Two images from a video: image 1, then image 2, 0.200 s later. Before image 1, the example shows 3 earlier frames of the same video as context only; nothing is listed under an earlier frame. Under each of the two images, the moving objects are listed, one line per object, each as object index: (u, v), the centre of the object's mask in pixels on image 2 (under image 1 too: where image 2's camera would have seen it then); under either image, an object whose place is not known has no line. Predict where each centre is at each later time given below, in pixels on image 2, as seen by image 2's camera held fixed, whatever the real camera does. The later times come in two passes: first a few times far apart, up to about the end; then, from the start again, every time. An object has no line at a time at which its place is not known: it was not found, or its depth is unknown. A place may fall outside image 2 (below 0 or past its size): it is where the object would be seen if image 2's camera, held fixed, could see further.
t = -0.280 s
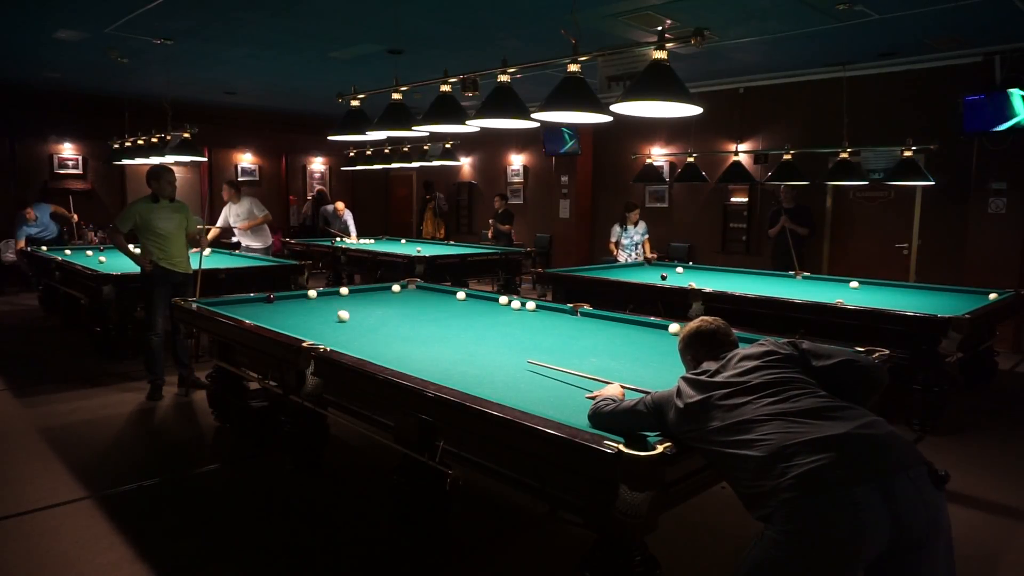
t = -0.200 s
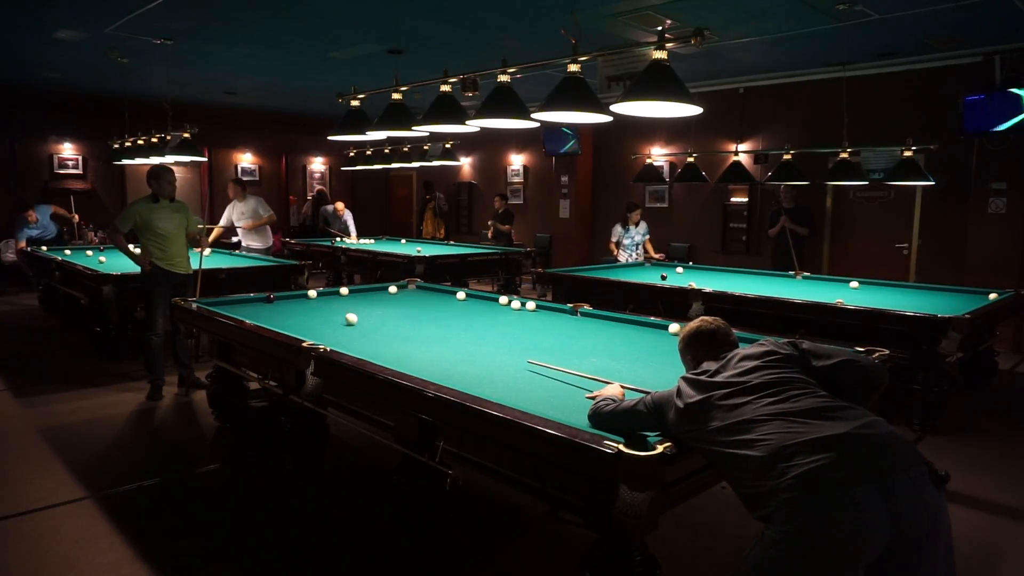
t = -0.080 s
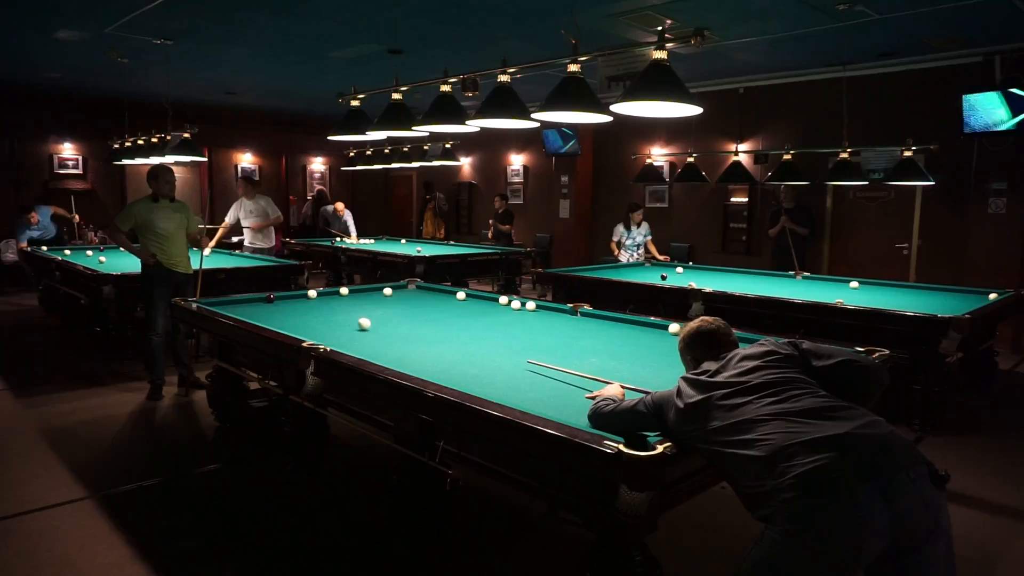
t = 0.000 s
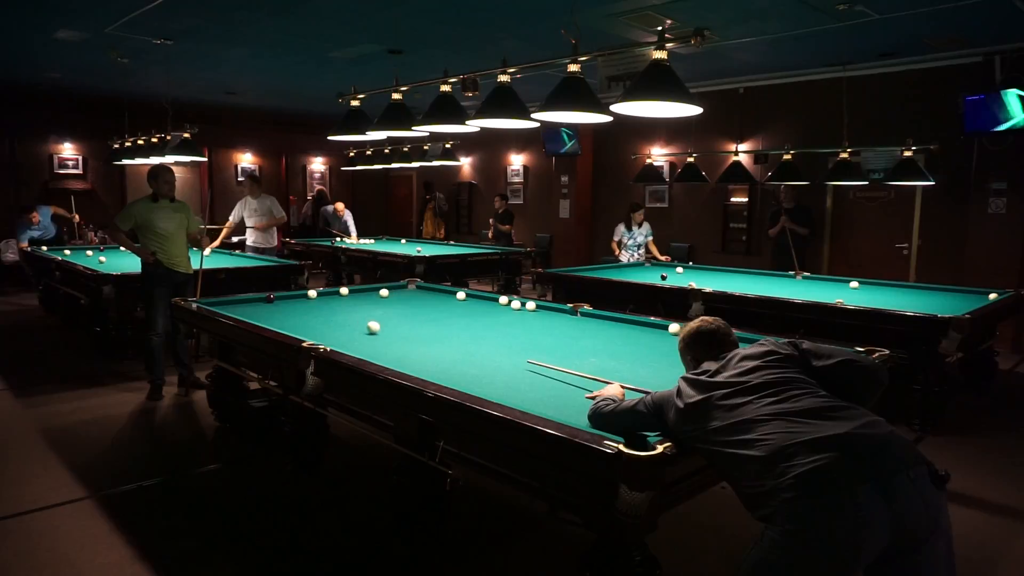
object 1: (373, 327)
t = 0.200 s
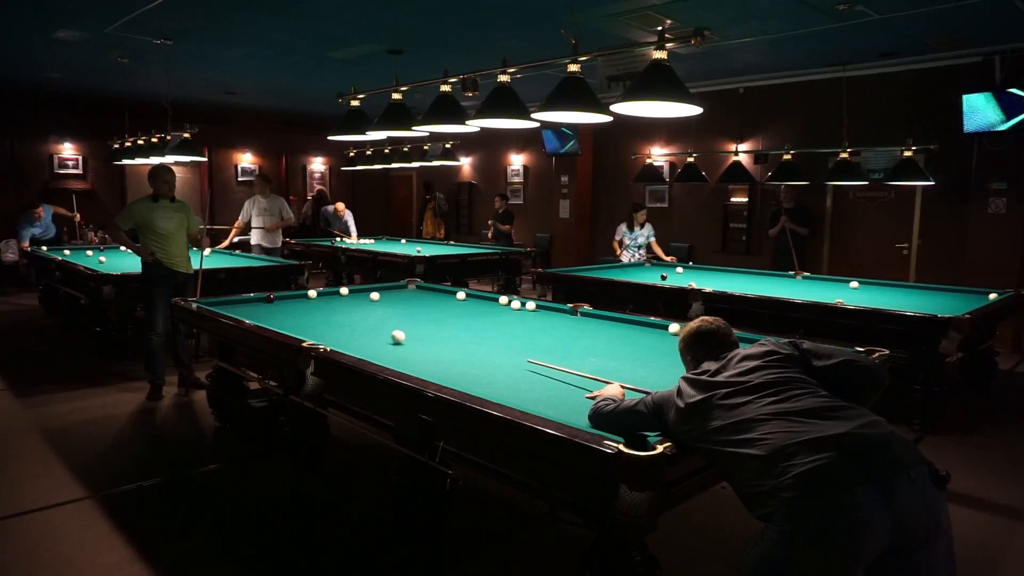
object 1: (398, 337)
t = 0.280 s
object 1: (409, 341)
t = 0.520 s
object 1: (445, 355)
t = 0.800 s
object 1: (496, 374)
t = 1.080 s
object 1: (559, 398)
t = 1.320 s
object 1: (626, 422)
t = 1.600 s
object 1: (607, 419)
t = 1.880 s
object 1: (557, 403)
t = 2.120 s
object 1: (520, 392)
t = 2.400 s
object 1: (482, 380)
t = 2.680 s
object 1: (450, 370)
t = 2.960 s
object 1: (422, 361)
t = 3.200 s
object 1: (400, 354)
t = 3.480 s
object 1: (378, 348)
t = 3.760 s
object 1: (358, 341)
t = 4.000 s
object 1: (343, 336)
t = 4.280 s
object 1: (327, 331)
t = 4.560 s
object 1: (313, 327)
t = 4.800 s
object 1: (302, 323)
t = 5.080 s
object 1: (290, 319)
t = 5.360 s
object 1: (280, 315)
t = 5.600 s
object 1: (271, 313)
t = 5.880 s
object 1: (262, 309)
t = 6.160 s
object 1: (254, 307)
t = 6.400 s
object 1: (248, 305)
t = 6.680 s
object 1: (241, 302)
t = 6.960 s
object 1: (235, 300)
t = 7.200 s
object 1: (239, 301)
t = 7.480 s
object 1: (243, 302)
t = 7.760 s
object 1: (246, 303)
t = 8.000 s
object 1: (249, 304)
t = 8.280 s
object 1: (252, 305)
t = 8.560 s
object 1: (254, 306)
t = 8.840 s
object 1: (256, 306)
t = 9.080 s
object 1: (258, 307)
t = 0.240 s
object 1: (403, 339)
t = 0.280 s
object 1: (409, 341)
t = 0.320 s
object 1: (414, 343)
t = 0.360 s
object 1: (420, 346)
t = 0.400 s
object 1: (426, 348)
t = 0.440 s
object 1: (432, 350)
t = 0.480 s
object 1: (438, 353)
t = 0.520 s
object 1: (445, 355)
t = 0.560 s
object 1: (451, 358)
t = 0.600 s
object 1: (458, 360)
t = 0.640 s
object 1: (466, 363)
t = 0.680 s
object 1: (473, 366)
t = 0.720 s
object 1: (480, 369)
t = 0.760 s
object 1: (488, 371)
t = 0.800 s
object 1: (496, 374)
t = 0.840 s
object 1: (504, 377)
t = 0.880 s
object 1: (512, 381)
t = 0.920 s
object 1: (521, 384)
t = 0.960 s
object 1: (530, 387)
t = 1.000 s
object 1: (539, 390)
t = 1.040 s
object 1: (549, 394)
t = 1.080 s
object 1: (559, 398)
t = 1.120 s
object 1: (569, 402)
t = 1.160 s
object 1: (579, 406)
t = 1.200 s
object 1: (591, 410)
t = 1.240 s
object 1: (602, 414)
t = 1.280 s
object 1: (614, 418)
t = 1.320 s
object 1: (626, 422)
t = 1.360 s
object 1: (639, 427)
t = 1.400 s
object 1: (650, 430)
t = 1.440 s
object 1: (643, 429)
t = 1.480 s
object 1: (632, 426)
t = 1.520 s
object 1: (623, 423)
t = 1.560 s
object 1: (615, 421)
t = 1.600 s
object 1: (607, 419)
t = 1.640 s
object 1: (599, 416)
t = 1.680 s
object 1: (592, 414)
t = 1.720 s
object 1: (584, 412)
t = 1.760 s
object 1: (577, 409)
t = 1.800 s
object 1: (570, 408)
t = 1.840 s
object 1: (564, 406)
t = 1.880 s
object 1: (557, 403)
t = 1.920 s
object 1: (550, 402)
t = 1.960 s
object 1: (544, 400)
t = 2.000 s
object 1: (538, 397)
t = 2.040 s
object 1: (531, 396)
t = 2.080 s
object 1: (525, 394)
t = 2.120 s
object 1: (520, 392)
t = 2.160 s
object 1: (514, 391)
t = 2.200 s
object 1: (508, 389)
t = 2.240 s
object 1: (503, 387)
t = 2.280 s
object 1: (498, 385)
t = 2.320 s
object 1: (492, 384)
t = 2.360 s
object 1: (487, 382)
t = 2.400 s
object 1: (482, 380)
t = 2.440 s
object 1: (477, 379)
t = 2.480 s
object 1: (472, 377)
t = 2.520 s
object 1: (468, 376)
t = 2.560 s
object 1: (463, 374)
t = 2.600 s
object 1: (459, 373)
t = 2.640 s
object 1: (454, 372)
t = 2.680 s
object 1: (450, 370)
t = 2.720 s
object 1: (446, 369)
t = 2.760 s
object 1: (442, 368)
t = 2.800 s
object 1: (437, 366)
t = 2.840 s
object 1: (433, 365)
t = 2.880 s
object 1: (429, 364)
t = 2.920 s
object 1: (426, 363)
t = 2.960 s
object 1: (422, 361)
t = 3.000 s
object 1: (418, 360)
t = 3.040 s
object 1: (414, 359)
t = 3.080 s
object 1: (410, 358)
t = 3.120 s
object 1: (407, 357)
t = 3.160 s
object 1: (403, 356)
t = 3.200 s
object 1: (400, 354)
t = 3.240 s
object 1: (397, 353)
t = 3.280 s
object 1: (393, 352)
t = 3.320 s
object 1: (390, 352)
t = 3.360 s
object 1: (387, 350)
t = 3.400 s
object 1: (384, 349)
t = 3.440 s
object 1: (381, 348)
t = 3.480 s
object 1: (378, 348)
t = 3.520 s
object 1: (375, 346)
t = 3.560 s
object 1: (372, 345)
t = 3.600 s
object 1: (369, 344)
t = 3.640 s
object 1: (366, 344)
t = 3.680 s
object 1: (364, 343)
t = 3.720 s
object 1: (361, 342)
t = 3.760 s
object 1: (358, 341)
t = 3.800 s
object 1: (356, 340)
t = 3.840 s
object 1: (353, 339)
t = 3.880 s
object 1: (350, 339)
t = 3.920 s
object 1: (348, 338)
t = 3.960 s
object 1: (345, 337)
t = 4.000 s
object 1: (343, 336)
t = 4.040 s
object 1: (341, 335)
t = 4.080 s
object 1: (338, 335)
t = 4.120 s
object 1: (336, 334)
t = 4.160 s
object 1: (334, 333)
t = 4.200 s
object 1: (332, 333)
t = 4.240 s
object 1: (329, 332)
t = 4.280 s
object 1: (327, 331)
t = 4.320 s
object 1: (325, 330)
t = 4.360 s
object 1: (323, 330)
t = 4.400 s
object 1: (321, 329)
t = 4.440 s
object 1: (319, 328)
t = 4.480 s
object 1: (317, 328)
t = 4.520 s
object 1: (315, 327)
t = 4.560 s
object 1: (313, 327)
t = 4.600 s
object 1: (311, 326)
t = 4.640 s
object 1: (309, 325)
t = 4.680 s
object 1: (307, 325)
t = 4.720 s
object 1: (306, 324)
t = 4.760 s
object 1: (304, 323)
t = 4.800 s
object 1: (302, 323)
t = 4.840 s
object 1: (300, 322)
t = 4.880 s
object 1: (299, 322)
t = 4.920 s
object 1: (297, 321)
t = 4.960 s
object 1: (295, 320)
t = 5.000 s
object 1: (294, 320)
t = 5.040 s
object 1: (292, 319)
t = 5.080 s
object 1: (290, 319)
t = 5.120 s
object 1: (289, 318)
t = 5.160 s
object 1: (287, 318)
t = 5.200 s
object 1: (286, 317)
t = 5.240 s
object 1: (284, 317)
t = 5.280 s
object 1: (283, 316)
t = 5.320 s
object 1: (281, 316)
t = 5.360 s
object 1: (280, 315)
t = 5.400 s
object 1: (278, 315)
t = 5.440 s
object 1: (277, 314)
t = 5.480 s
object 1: (276, 314)
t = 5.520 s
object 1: (274, 313)
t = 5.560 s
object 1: (273, 313)
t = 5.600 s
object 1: (271, 313)
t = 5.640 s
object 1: (270, 312)
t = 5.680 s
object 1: (269, 311)
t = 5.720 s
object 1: (267, 311)
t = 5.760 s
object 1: (266, 311)
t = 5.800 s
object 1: (265, 310)
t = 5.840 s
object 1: (263, 310)
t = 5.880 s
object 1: (262, 309)
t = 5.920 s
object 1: (261, 309)
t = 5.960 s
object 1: (260, 309)
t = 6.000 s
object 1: (259, 308)
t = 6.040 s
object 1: (258, 308)
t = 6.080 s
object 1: (256, 308)
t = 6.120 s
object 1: (255, 307)
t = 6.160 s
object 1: (254, 307)
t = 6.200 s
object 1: (253, 306)
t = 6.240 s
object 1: (252, 306)
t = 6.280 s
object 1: (251, 306)
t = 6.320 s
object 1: (250, 305)
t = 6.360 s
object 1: (249, 305)
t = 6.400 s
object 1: (248, 305)
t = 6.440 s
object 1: (247, 304)
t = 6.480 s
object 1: (246, 304)
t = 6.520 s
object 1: (245, 303)
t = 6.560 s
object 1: (244, 303)
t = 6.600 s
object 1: (243, 303)
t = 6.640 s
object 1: (242, 302)
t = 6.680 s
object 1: (241, 302)
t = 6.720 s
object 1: (240, 302)
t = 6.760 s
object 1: (239, 302)
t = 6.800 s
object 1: (238, 301)
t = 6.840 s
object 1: (237, 301)
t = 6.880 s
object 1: (236, 301)
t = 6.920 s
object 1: (235, 300)
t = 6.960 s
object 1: (235, 300)
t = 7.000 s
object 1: (236, 300)
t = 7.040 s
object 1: (237, 301)
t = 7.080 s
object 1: (237, 301)
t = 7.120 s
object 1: (238, 301)
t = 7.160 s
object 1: (239, 301)
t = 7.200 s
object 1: (239, 301)
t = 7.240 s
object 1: (240, 301)
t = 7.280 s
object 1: (240, 301)
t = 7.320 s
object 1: (241, 302)
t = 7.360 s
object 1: (242, 302)
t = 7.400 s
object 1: (242, 302)
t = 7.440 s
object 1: (243, 302)
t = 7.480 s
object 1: (243, 302)
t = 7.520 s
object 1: (244, 302)
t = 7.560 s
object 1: (244, 302)
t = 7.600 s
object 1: (245, 303)
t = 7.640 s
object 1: (245, 302)
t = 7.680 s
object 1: (245, 303)
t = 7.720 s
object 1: (246, 303)
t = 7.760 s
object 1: (246, 303)
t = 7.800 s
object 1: (247, 303)
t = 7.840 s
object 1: (247, 304)
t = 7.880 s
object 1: (248, 304)
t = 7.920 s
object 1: (248, 304)
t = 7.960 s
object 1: (249, 304)
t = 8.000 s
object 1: (249, 304)
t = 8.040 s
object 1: (250, 304)
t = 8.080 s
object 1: (250, 304)
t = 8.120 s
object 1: (250, 304)
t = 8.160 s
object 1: (251, 304)
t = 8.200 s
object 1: (251, 304)
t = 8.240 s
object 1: (251, 305)
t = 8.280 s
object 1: (252, 305)
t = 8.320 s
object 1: (252, 305)
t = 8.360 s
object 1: (252, 305)
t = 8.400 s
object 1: (253, 305)
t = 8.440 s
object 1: (253, 305)
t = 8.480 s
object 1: (253, 305)
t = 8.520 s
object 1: (254, 306)
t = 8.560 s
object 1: (254, 306)
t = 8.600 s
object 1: (254, 306)
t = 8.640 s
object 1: (255, 306)
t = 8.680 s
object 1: (255, 306)
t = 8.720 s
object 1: (256, 306)
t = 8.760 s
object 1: (256, 306)
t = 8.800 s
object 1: (256, 306)
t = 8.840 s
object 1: (256, 306)
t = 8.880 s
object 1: (257, 306)
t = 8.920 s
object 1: (257, 306)
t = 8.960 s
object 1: (257, 306)
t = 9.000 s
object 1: (258, 306)
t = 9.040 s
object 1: (258, 306)
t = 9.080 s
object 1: (258, 307)
